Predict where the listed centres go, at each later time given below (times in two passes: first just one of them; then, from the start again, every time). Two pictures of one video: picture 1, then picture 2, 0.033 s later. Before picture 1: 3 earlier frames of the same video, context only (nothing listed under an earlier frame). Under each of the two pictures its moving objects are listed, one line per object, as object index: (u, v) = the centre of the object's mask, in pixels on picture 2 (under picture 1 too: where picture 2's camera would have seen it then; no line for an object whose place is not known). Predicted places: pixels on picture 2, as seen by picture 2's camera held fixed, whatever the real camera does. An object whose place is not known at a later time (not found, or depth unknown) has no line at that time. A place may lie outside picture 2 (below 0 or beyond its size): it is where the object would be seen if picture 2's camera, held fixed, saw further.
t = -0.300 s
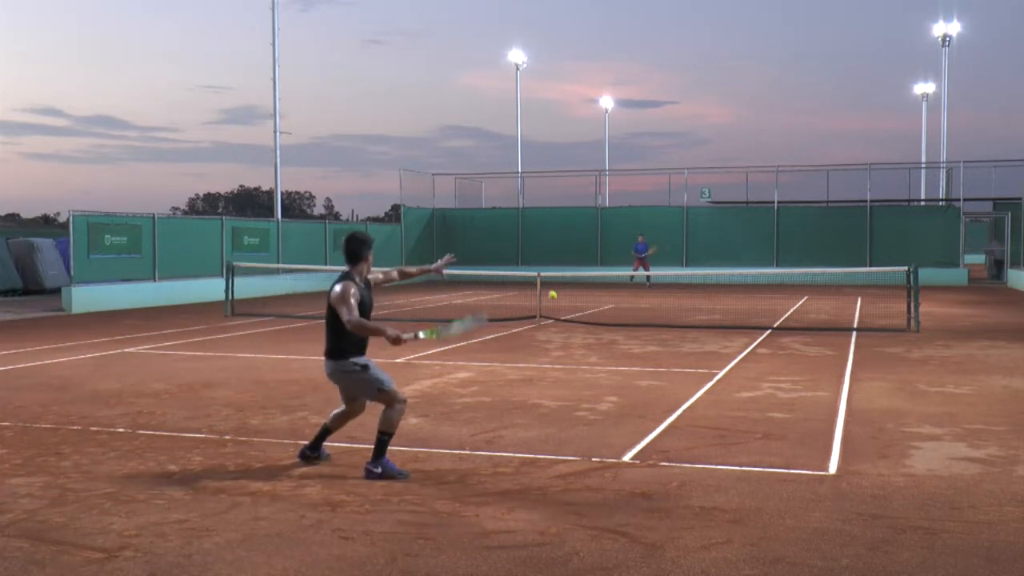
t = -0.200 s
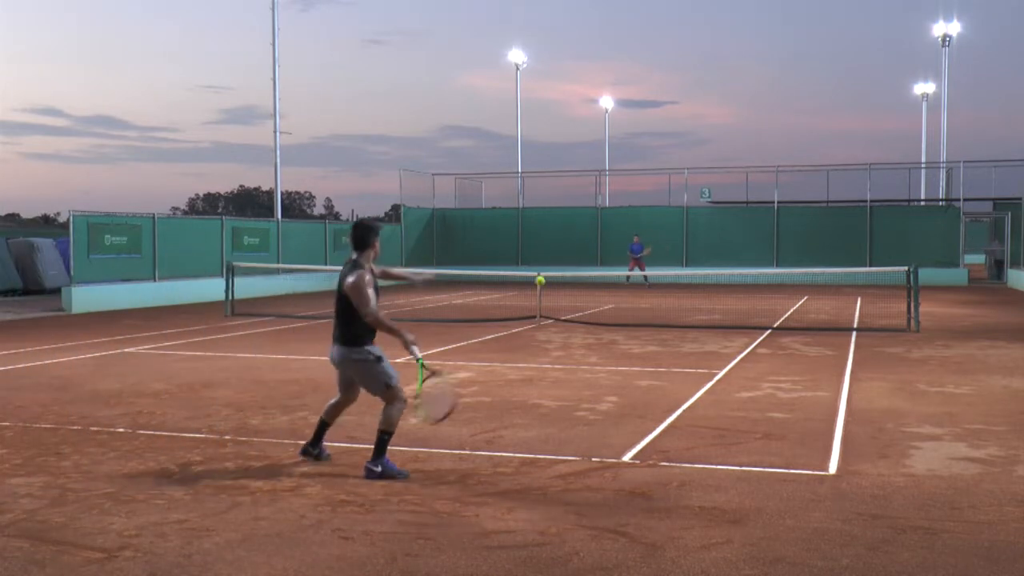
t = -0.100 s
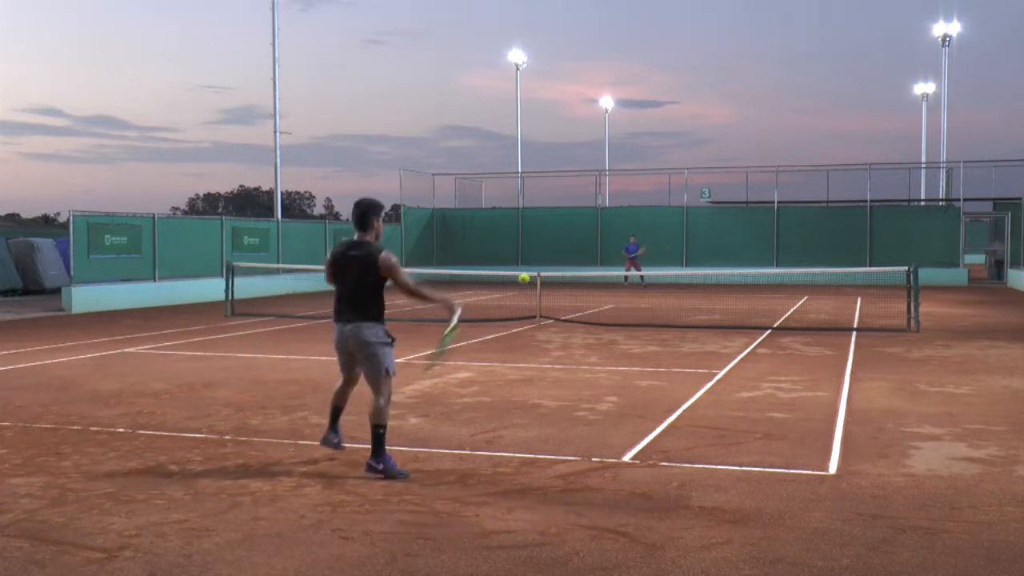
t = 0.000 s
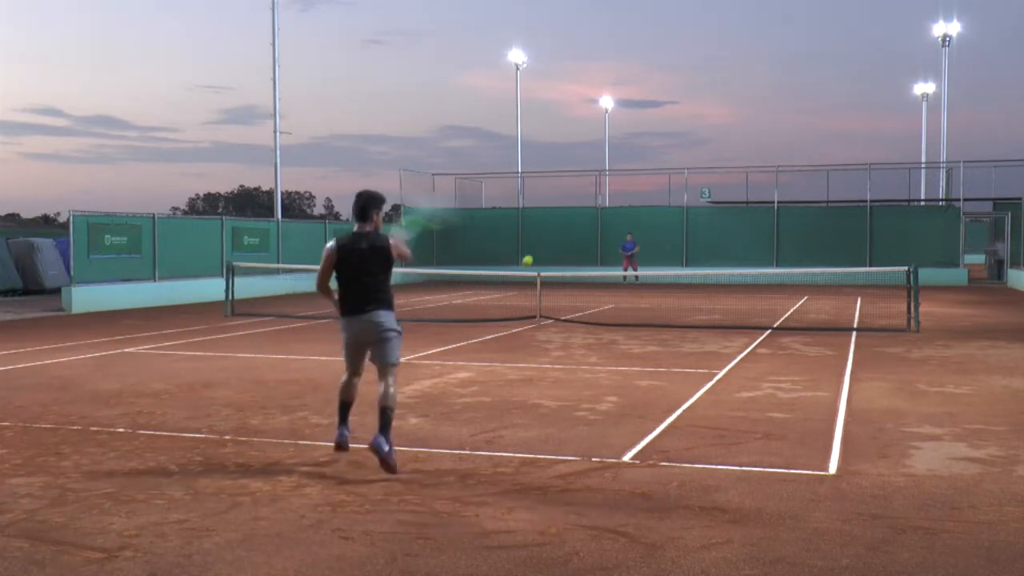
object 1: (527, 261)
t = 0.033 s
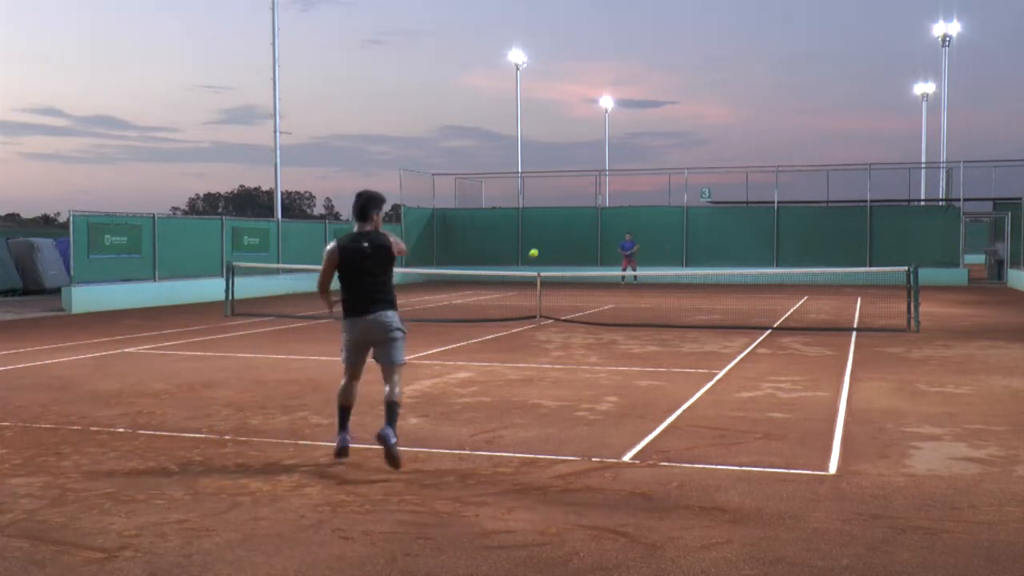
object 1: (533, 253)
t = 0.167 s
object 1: (550, 246)
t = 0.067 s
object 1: (538, 248)
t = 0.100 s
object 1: (543, 246)
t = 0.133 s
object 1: (547, 246)
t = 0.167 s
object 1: (550, 246)
